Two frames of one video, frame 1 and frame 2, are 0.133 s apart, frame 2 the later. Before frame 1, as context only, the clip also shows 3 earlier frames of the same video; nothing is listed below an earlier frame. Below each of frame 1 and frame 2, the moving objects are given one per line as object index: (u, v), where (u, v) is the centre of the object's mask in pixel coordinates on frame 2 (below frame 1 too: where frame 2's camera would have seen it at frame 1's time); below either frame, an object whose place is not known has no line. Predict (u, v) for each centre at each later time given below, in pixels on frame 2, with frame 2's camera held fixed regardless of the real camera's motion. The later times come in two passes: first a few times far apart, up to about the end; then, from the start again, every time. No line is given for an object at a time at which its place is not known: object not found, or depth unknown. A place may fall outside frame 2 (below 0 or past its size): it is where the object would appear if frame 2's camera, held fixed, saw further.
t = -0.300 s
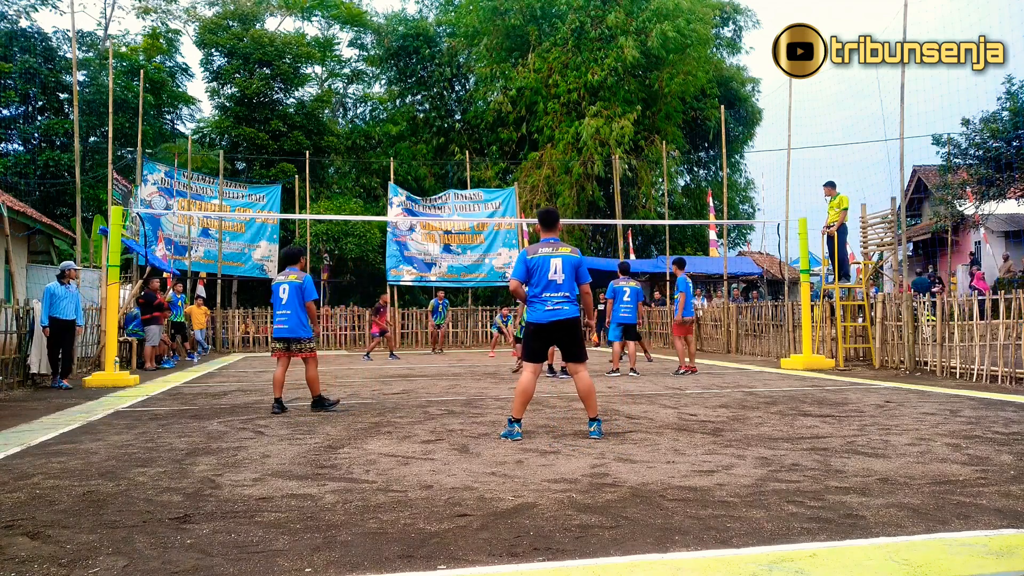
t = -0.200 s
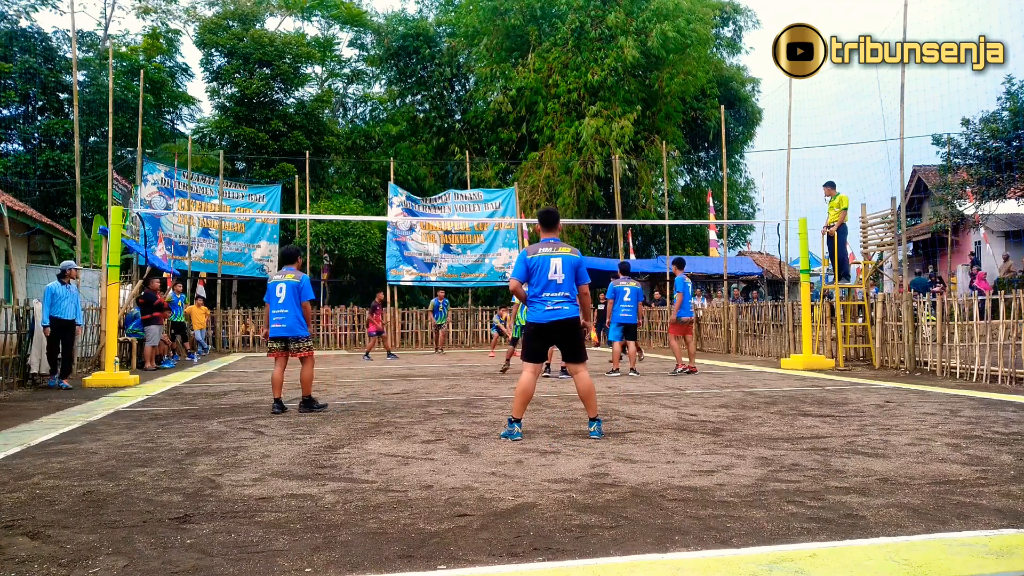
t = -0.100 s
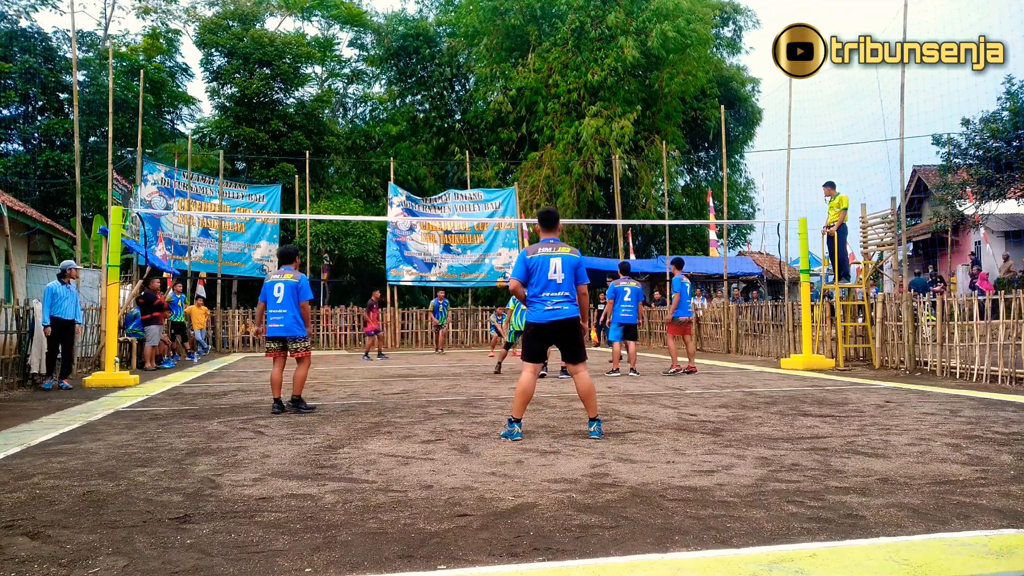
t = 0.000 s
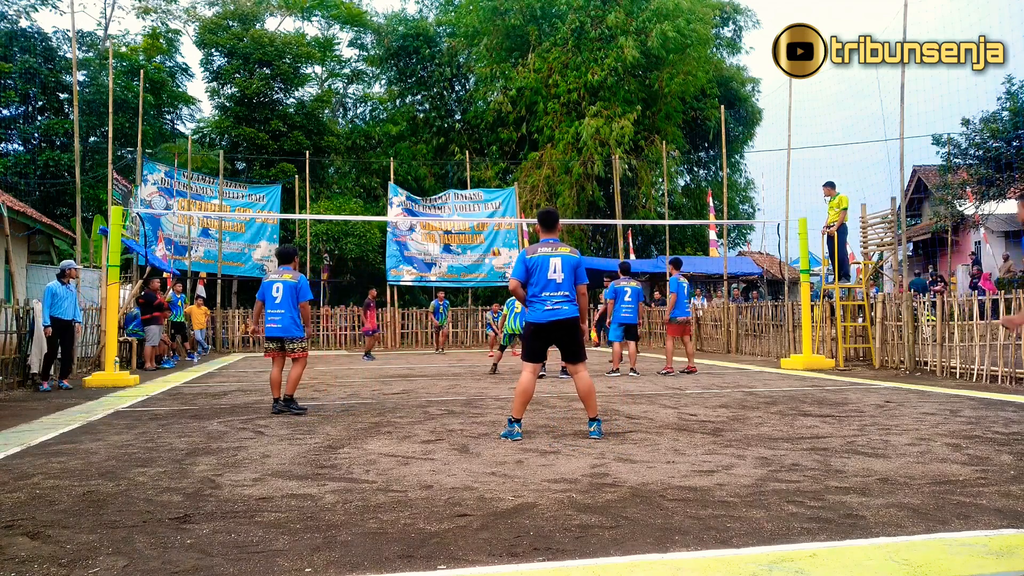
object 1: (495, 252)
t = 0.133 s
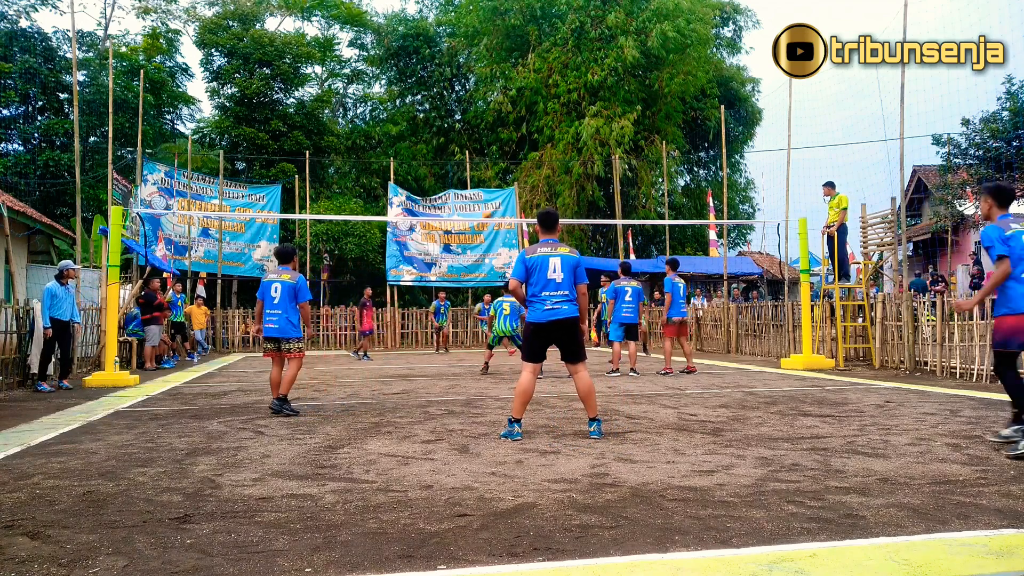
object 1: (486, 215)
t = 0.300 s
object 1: (475, 176)
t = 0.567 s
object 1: (455, 136)
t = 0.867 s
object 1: (429, 130)
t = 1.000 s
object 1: (416, 144)
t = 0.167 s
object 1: (484, 206)
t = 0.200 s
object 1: (482, 198)
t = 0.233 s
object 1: (480, 190)
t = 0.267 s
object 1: (477, 183)
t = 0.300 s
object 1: (475, 176)
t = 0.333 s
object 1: (473, 169)
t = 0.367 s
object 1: (471, 163)
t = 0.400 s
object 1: (469, 157)
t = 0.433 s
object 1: (466, 152)
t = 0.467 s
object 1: (463, 147)
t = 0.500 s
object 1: (460, 143)
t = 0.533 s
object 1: (458, 139)
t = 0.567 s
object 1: (455, 136)
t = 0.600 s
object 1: (453, 133)
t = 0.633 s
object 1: (450, 130)
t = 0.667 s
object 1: (447, 129)
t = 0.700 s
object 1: (444, 128)
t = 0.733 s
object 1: (441, 127)
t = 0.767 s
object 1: (438, 126)
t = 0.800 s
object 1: (435, 127)
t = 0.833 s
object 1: (432, 128)
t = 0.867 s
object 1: (429, 130)
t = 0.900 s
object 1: (425, 132)
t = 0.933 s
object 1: (422, 135)
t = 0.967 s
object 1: (419, 139)
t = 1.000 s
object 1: (416, 144)
